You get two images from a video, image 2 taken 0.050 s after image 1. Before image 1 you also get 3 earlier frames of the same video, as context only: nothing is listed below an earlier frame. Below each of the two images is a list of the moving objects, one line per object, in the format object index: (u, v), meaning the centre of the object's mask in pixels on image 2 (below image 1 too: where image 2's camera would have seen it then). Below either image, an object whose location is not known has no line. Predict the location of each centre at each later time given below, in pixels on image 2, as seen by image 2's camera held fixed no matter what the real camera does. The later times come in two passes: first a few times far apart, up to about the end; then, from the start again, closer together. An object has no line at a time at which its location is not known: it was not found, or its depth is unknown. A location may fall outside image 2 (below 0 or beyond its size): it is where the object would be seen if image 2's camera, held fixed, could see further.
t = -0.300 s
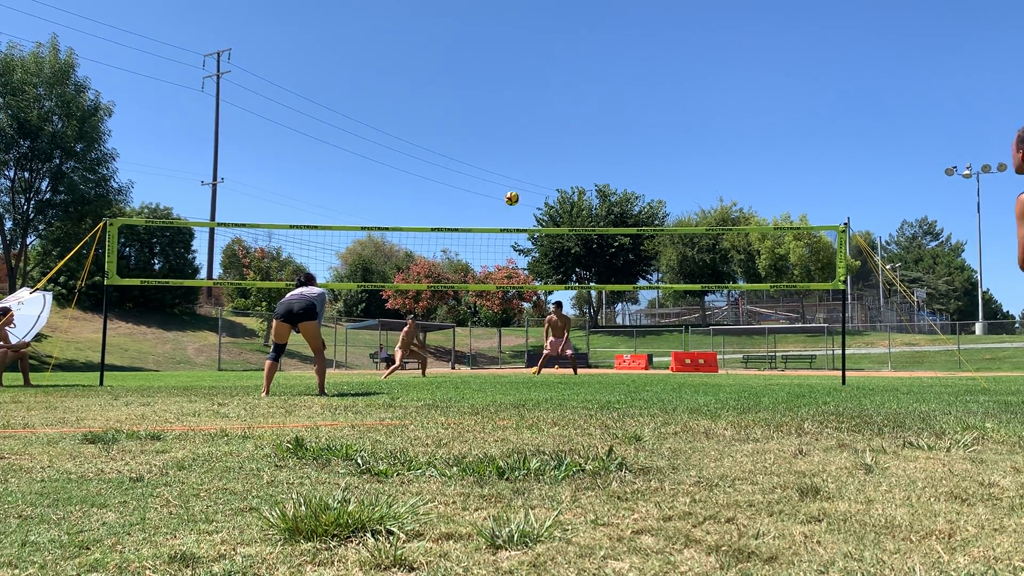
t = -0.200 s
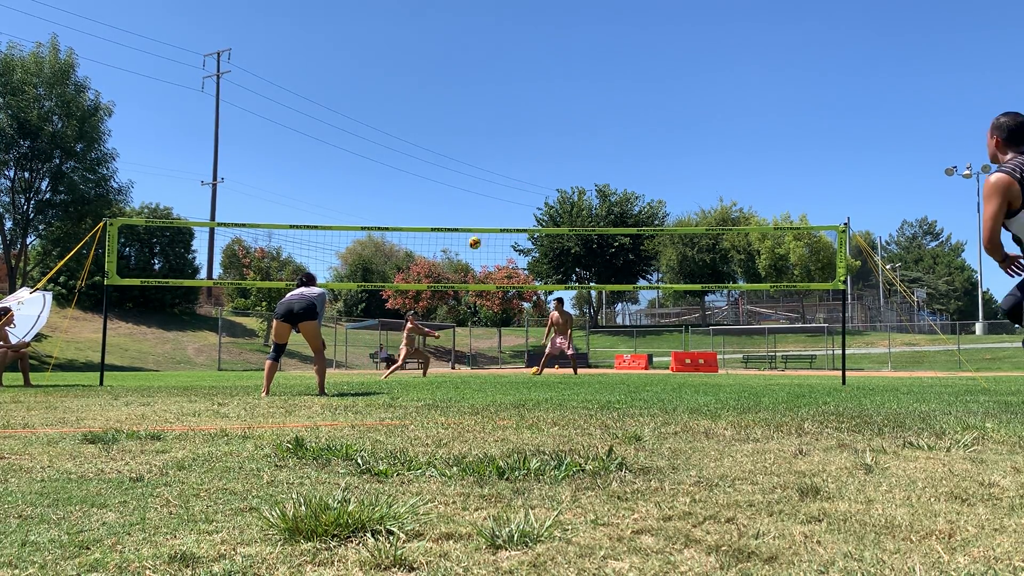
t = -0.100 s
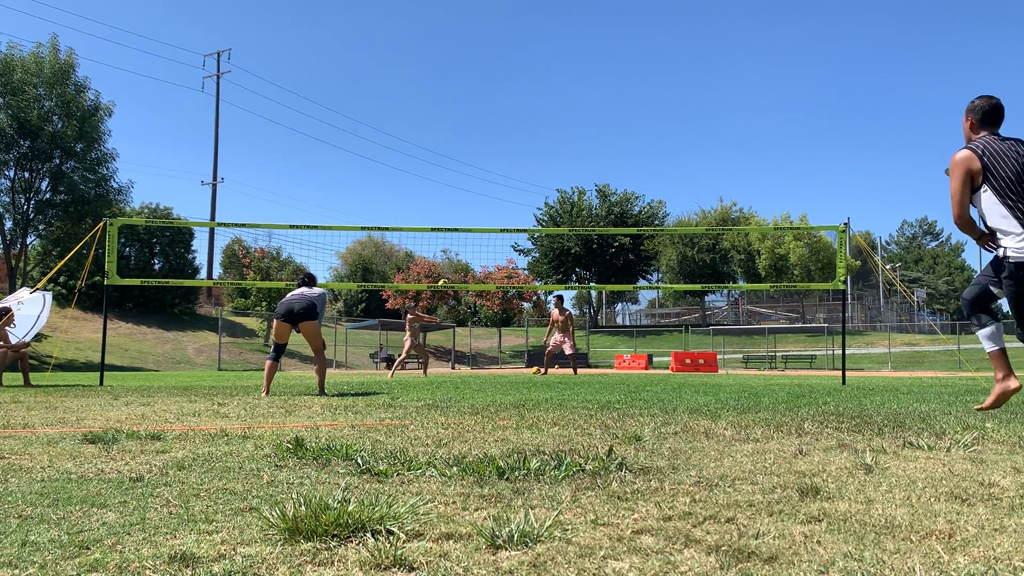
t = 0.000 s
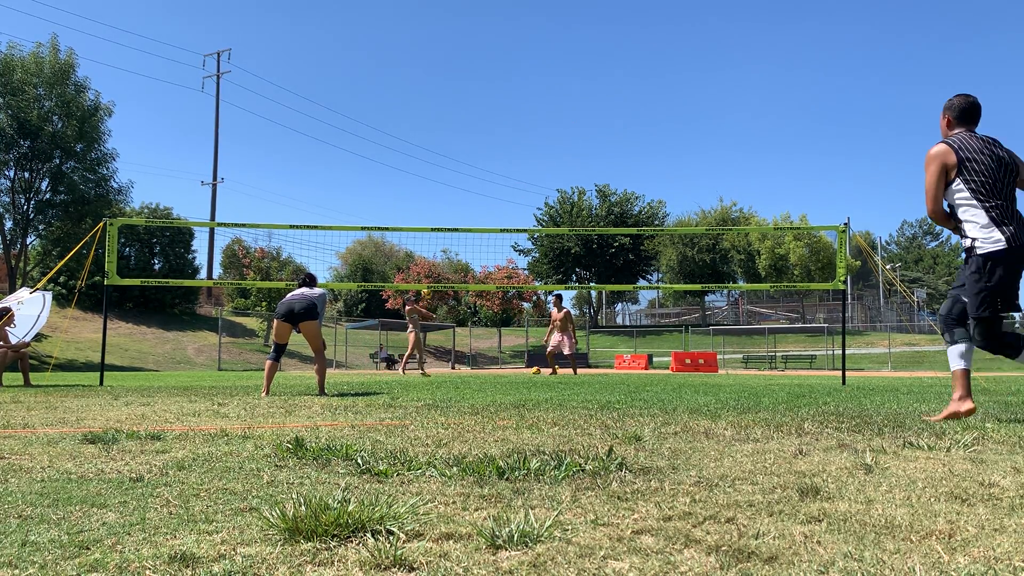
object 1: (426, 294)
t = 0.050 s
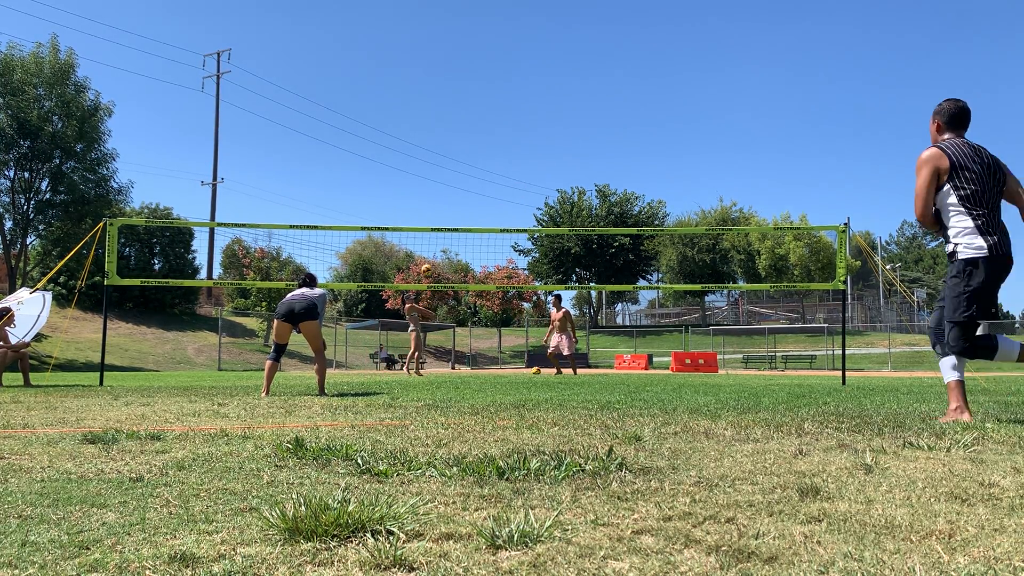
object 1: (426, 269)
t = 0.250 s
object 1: (427, 190)
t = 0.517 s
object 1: (427, 114)
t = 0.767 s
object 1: (427, 74)
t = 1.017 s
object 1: (427, 66)
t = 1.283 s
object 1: (426, 93)
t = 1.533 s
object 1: (426, 153)
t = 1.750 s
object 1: (427, 235)
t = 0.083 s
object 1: (426, 255)
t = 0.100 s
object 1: (426, 248)
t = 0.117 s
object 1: (426, 241)
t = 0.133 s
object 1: (427, 235)
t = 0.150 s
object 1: (427, 225)
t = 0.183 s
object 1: (427, 214)
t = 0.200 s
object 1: (427, 208)
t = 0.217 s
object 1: (427, 202)
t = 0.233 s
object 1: (427, 196)
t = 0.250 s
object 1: (427, 190)
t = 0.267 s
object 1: (427, 184)
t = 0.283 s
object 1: (426, 179)
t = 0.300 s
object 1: (427, 173)
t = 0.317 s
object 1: (427, 168)
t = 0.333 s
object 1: (427, 163)
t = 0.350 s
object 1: (427, 157)
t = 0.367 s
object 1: (427, 152)
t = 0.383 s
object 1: (427, 148)
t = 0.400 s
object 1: (427, 143)
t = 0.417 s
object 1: (427, 138)
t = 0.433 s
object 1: (427, 134)
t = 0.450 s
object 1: (427, 130)
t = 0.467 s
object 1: (427, 126)
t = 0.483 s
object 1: (427, 121)
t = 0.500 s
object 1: (427, 118)
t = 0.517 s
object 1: (427, 114)
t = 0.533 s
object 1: (427, 110)
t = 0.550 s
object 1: (427, 107)
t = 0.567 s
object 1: (427, 103)
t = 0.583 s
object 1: (427, 101)
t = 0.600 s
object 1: (427, 97)
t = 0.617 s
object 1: (427, 94)
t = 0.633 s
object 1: (427, 92)
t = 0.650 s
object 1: (427, 89)
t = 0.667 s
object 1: (427, 87)
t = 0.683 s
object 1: (427, 84)
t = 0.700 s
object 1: (427, 82)
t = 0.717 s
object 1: (427, 80)
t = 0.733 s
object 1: (427, 78)
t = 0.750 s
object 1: (427, 76)
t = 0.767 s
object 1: (427, 74)
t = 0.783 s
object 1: (427, 73)
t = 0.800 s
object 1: (427, 71)
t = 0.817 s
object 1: (427, 70)
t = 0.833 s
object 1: (427, 69)
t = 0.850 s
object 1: (427, 68)
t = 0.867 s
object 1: (427, 67)
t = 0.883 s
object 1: (427, 66)
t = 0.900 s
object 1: (427, 66)
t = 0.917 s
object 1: (427, 65)
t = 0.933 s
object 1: (427, 65)
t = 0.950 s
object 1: (427, 65)
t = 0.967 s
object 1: (427, 65)
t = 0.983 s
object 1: (427, 65)
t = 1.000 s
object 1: (427, 66)
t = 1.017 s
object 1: (427, 66)
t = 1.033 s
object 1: (427, 66)
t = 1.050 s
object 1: (427, 67)
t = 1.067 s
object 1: (427, 68)
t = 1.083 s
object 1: (427, 69)
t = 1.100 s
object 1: (427, 70)
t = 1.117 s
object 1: (427, 71)
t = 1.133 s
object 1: (427, 73)
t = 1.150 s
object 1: (427, 75)
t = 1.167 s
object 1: (427, 76)
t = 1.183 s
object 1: (427, 78)
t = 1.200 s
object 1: (427, 80)
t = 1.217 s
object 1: (427, 82)
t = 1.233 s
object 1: (427, 85)
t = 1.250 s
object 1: (426, 87)
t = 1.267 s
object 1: (427, 90)
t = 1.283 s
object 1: (426, 93)
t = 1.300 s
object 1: (426, 96)
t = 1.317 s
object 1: (427, 99)
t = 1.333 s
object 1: (426, 102)
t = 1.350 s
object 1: (426, 105)
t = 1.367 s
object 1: (426, 109)
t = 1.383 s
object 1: (426, 113)
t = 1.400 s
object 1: (427, 116)
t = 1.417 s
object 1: (426, 120)
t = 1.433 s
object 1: (426, 125)
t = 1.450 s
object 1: (426, 129)
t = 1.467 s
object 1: (426, 134)
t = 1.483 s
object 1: (426, 138)
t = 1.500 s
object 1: (426, 143)
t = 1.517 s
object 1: (426, 148)
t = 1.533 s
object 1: (426, 153)
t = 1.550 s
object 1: (426, 158)
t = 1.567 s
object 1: (426, 164)
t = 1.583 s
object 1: (426, 169)
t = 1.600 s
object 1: (426, 175)
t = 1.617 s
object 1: (426, 181)
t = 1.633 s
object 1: (426, 187)
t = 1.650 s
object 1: (426, 193)
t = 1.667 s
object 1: (426, 199)
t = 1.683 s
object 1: (426, 206)
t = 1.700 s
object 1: (426, 213)
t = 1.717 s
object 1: (426, 219)
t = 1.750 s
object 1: (427, 235)
